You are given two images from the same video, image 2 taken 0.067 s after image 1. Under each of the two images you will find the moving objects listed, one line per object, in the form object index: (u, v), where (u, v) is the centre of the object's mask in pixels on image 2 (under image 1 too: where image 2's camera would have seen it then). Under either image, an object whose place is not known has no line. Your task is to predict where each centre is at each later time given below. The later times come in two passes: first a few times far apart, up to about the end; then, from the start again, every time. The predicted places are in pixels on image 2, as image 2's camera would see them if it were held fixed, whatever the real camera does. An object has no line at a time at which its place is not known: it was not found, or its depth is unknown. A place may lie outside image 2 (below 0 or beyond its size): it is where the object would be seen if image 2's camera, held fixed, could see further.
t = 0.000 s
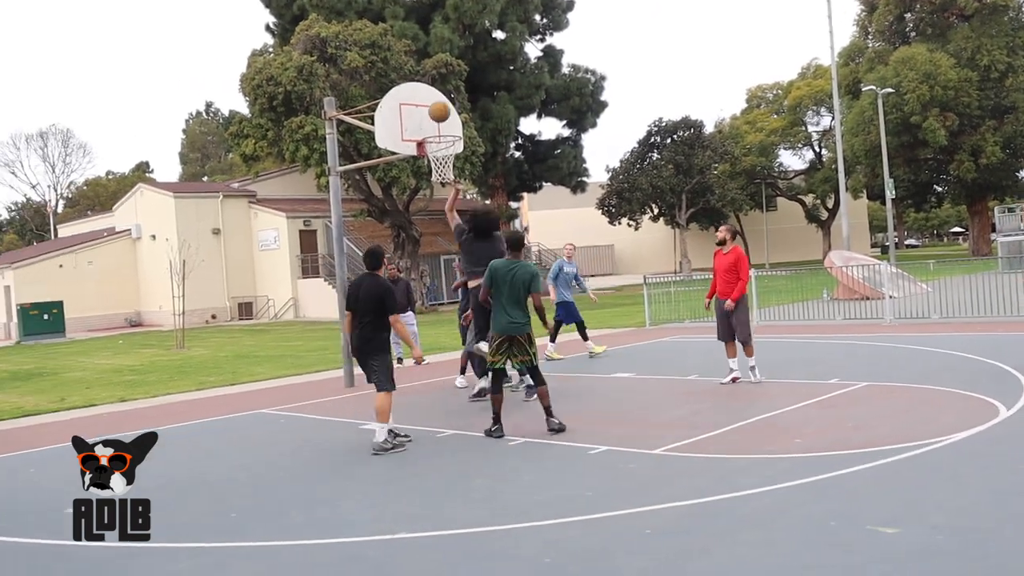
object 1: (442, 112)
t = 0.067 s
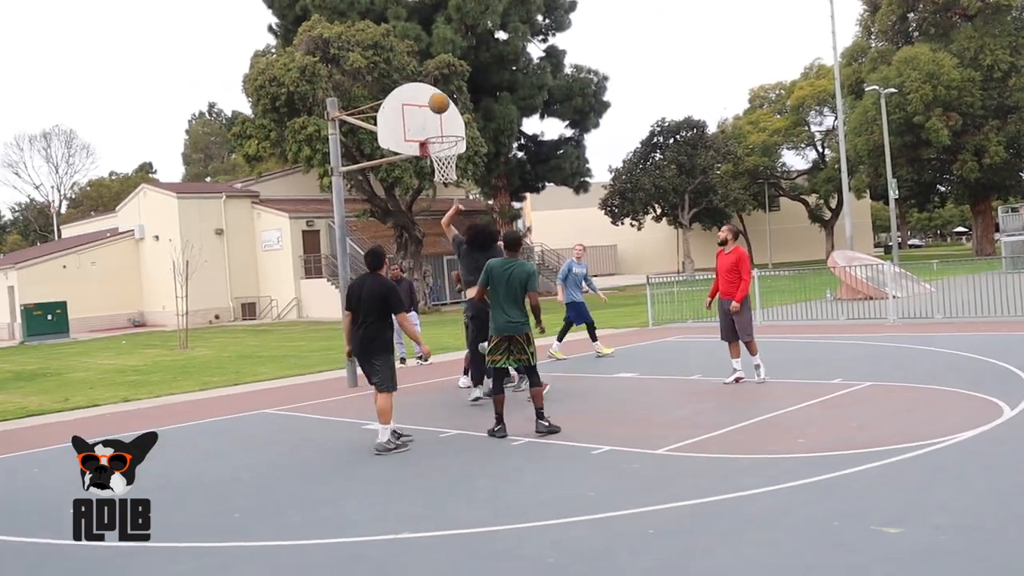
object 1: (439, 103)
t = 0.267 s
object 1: (432, 100)
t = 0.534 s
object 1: (427, 124)
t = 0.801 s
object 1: (445, 111)
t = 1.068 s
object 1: (453, 118)
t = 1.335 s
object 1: (445, 126)
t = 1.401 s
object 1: (443, 138)
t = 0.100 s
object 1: (438, 100)
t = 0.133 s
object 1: (436, 98)
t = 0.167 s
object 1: (435, 97)
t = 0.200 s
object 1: (434, 97)
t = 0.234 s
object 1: (433, 98)
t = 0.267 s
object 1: (432, 100)
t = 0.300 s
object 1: (431, 102)
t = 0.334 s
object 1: (431, 106)
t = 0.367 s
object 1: (430, 110)
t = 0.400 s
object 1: (429, 115)
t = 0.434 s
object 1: (428, 122)
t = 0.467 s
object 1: (428, 128)
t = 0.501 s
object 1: (427, 129)
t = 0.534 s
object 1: (427, 124)
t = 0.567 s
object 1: (427, 120)
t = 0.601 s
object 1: (429, 116)
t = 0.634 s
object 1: (432, 113)
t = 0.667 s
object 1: (434, 111)
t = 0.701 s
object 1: (437, 109)
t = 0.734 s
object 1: (439, 109)
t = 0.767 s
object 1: (441, 110)
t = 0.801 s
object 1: (445, 111)
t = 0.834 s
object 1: (447, 113)
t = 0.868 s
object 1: (450, 117)
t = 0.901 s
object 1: (453, 121)
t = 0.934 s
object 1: (456, 126)
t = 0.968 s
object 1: (458, 128)
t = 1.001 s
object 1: (456, 125)
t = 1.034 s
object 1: (455, 122)
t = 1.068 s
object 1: (453, 118)
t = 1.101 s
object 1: (452, 117)
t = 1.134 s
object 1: (451, 115)
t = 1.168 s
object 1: (450, 115)
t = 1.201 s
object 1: (449, 115)
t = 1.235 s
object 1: (448, 117)
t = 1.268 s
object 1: (447, 119)
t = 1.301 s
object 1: (446, 122)
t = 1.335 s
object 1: (445, 126)
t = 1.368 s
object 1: (444, 131)
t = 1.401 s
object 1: (443, 138)
